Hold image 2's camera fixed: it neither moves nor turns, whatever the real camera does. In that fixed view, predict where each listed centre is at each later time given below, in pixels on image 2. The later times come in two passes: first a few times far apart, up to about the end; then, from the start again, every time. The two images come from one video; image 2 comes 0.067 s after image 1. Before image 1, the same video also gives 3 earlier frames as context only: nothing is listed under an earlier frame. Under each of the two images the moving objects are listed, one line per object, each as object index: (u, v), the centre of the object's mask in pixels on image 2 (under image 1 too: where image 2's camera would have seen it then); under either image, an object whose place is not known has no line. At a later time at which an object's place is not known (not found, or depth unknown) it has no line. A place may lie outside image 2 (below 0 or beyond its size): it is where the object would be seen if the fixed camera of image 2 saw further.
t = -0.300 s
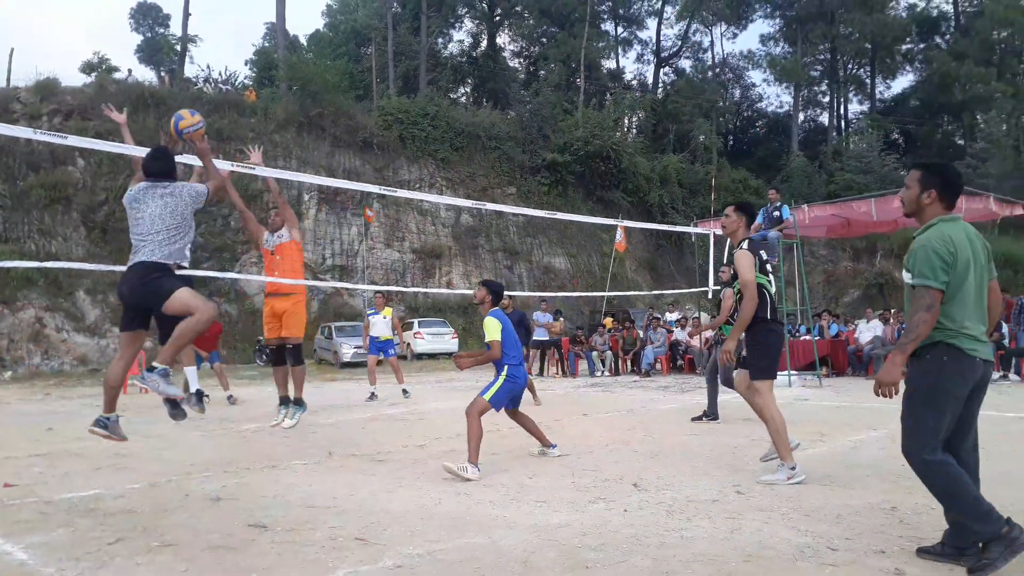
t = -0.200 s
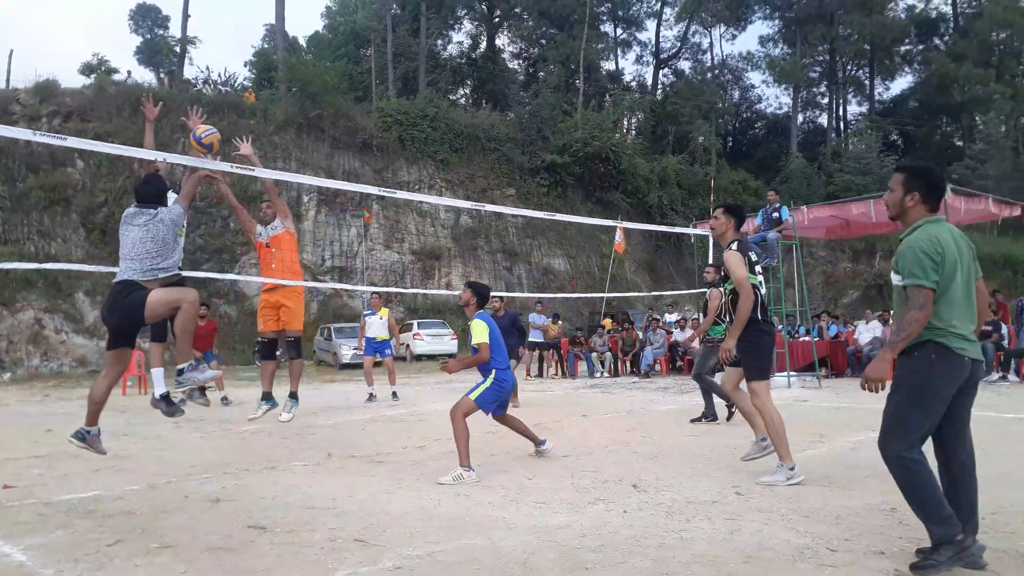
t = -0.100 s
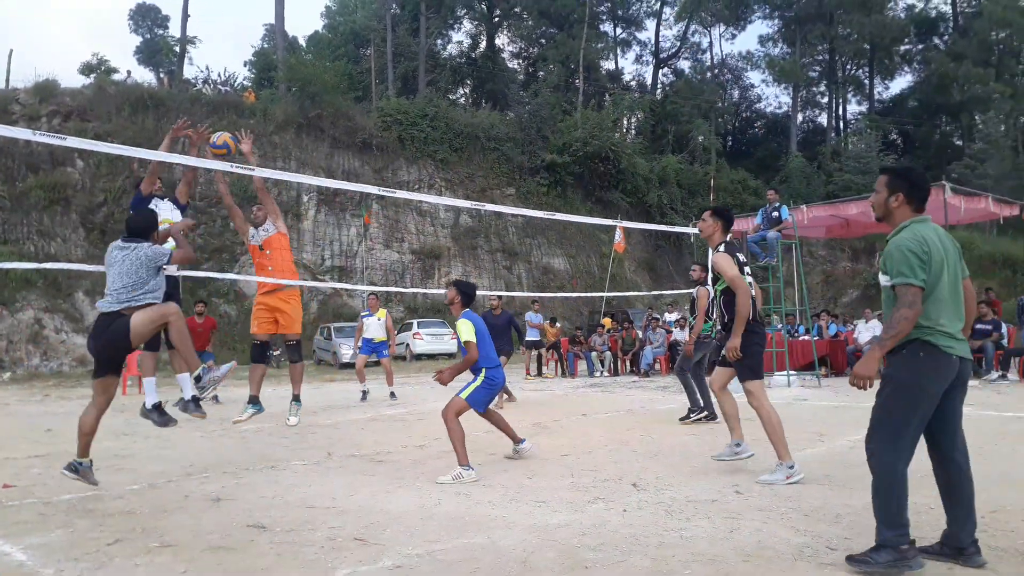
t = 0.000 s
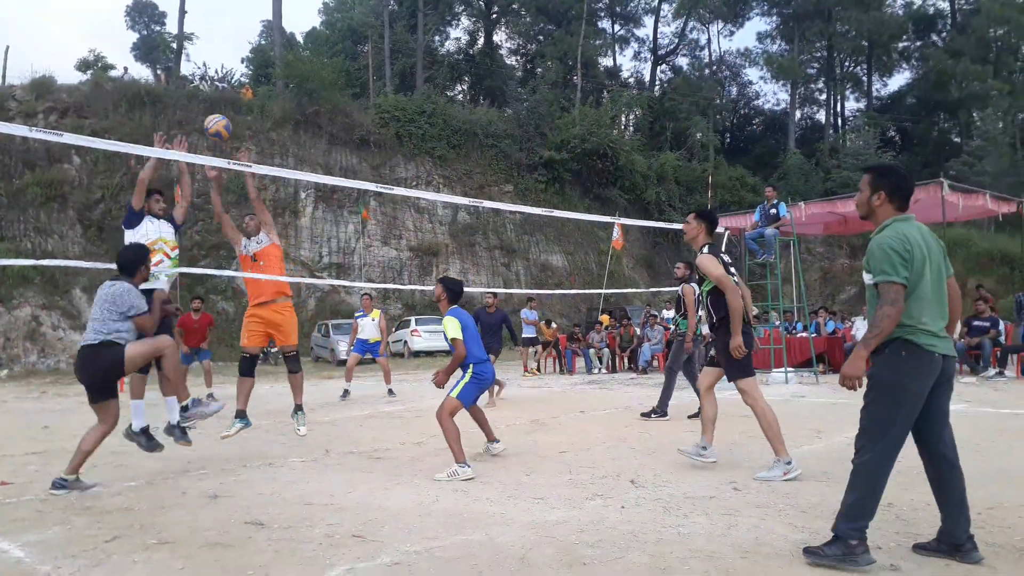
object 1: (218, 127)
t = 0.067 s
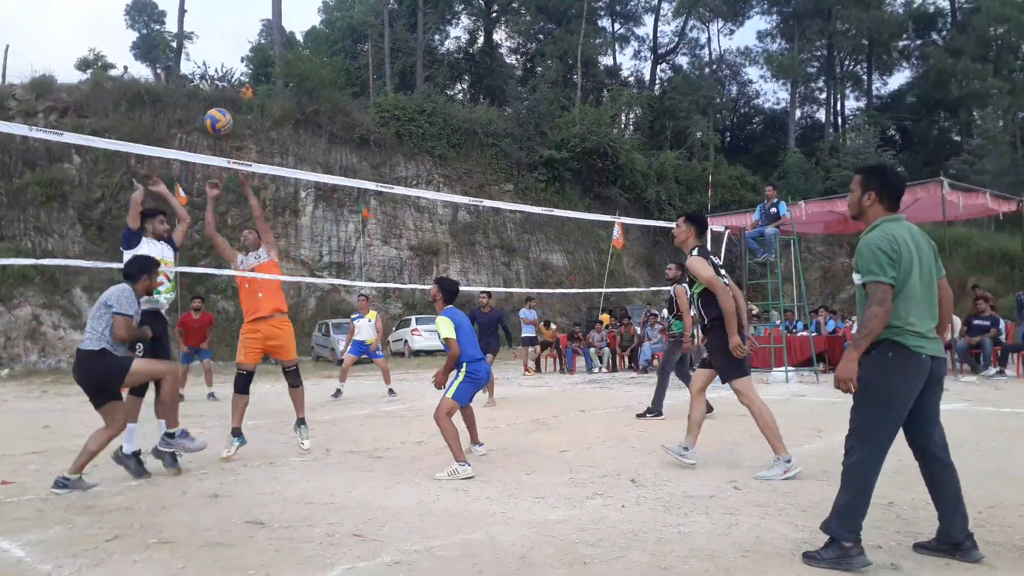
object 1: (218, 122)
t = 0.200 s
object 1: (219, 125)
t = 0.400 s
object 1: (220, 154)
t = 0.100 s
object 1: (219, 121)
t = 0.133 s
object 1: (218, 121)
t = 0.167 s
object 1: (219, 122)
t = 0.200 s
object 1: (219, 125)
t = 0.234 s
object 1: (219, 129)
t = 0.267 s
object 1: (220, 136)
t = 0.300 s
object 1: (221, 143)
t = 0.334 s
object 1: (220, 149)
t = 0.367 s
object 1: (220, 151)
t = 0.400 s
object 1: (220, 154)
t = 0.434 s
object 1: (220, 158)
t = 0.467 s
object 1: (219, 165)
